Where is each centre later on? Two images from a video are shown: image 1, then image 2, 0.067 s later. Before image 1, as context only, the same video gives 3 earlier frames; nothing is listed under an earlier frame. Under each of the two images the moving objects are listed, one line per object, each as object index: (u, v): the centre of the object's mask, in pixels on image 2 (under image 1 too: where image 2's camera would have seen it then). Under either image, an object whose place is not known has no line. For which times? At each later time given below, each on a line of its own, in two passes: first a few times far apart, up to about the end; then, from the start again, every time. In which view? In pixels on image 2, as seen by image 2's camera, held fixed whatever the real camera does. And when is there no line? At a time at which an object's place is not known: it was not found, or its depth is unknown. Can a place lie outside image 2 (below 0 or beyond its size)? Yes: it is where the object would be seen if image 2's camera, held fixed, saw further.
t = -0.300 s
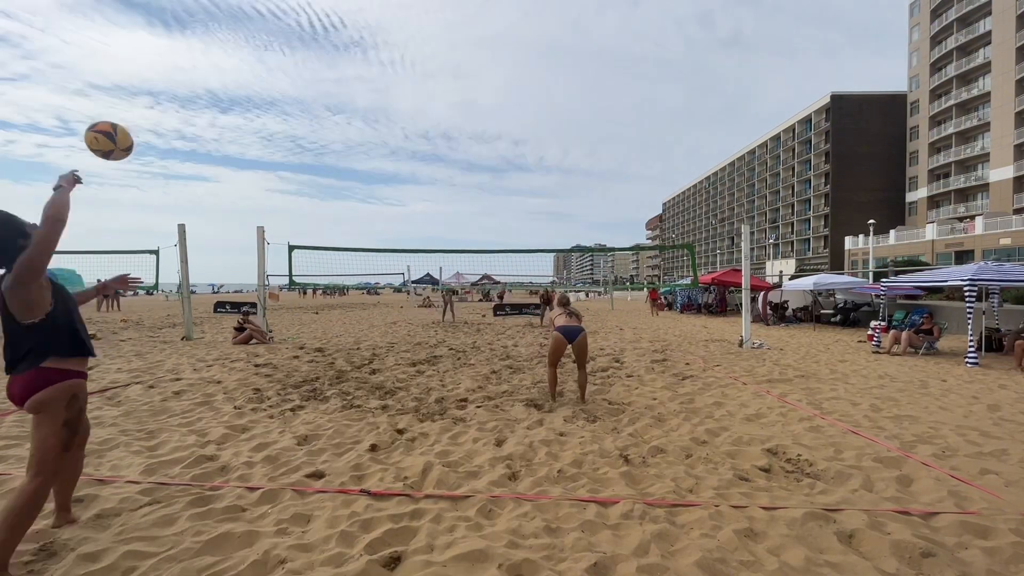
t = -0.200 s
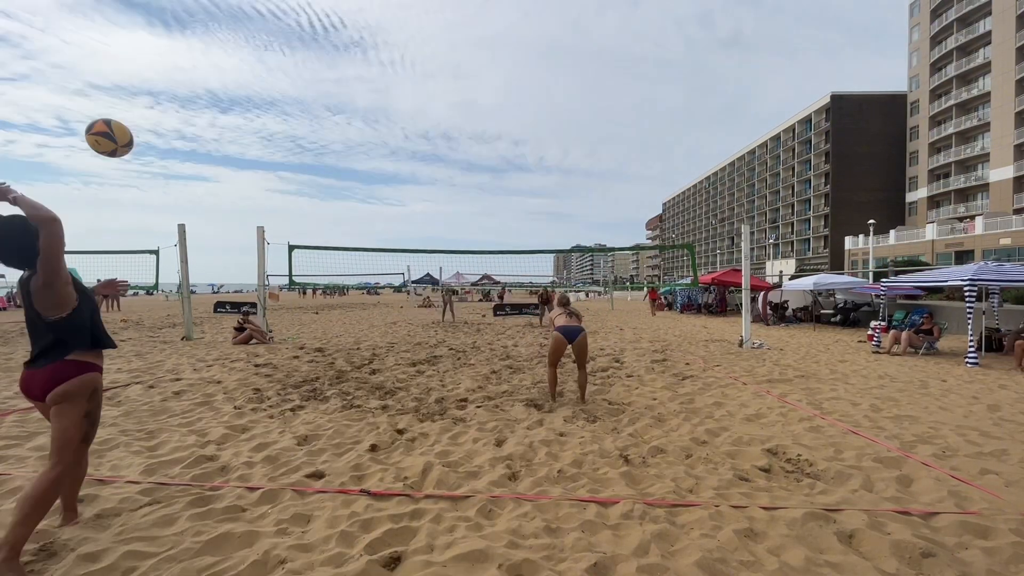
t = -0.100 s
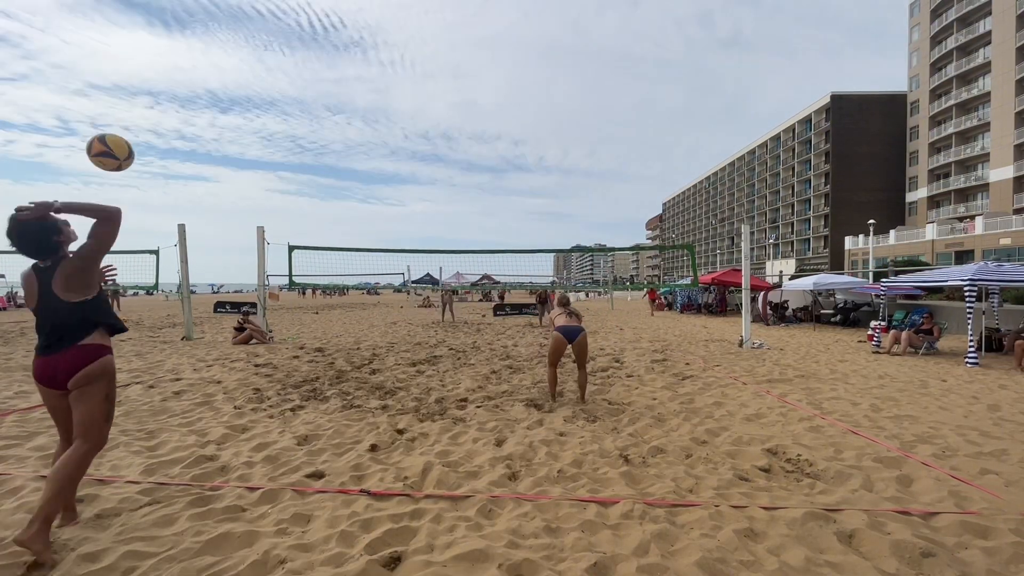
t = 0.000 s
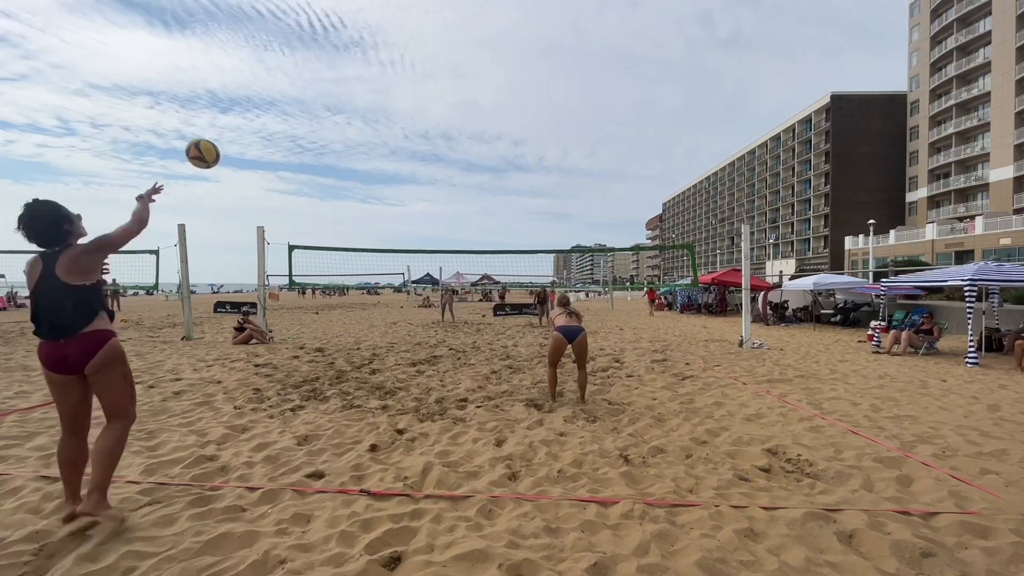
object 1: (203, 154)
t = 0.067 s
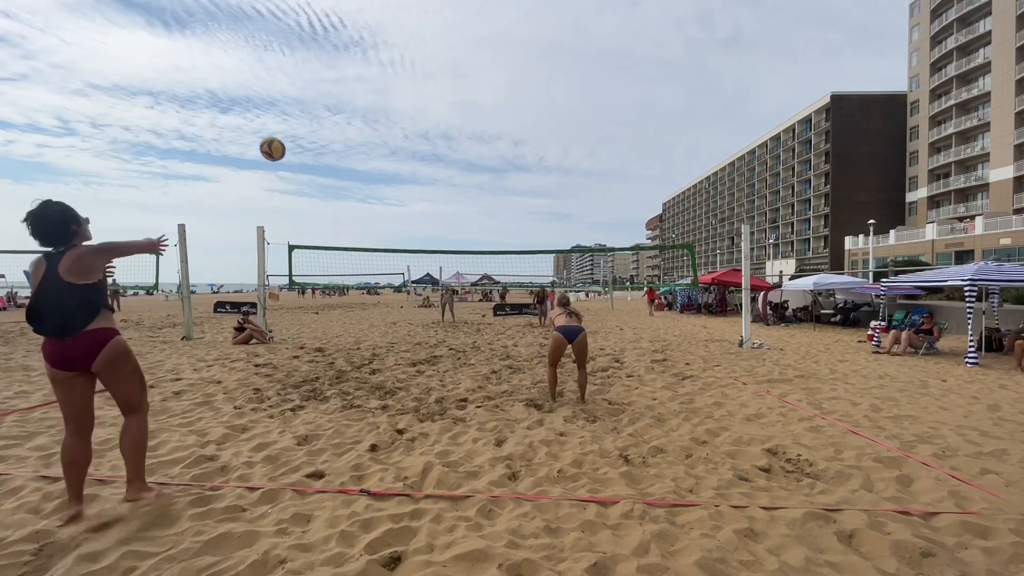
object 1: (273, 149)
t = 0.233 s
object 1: (367, 156)
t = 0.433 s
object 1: (422, 179)
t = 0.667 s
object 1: (456, 211)
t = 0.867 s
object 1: (474, 243)
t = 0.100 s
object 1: (298, 149)
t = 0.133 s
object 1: (320, 150)
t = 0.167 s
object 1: (338, 151)
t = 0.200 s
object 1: (353, 153)
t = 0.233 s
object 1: (367, 156)
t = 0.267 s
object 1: (379, 159)
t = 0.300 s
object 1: (390, 163)
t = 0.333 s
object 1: (399, 167)
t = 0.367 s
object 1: (407, 170)
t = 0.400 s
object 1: (415, 175)
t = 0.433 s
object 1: (422, 179)
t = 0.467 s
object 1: (428, 183)
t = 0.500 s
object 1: (434, 188)
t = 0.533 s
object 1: (439, 192)
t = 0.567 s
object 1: (444, 197)
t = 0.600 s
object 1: (448, 201)
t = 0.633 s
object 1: (452, 206)
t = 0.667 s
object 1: (456, 211)
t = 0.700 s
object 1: (460, 216)
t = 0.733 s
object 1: (463, 222)
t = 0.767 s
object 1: (466, 227)
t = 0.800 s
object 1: (469, 232)
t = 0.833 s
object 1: (472, 238)
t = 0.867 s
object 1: (474, 243)
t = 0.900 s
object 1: (477, 249)
